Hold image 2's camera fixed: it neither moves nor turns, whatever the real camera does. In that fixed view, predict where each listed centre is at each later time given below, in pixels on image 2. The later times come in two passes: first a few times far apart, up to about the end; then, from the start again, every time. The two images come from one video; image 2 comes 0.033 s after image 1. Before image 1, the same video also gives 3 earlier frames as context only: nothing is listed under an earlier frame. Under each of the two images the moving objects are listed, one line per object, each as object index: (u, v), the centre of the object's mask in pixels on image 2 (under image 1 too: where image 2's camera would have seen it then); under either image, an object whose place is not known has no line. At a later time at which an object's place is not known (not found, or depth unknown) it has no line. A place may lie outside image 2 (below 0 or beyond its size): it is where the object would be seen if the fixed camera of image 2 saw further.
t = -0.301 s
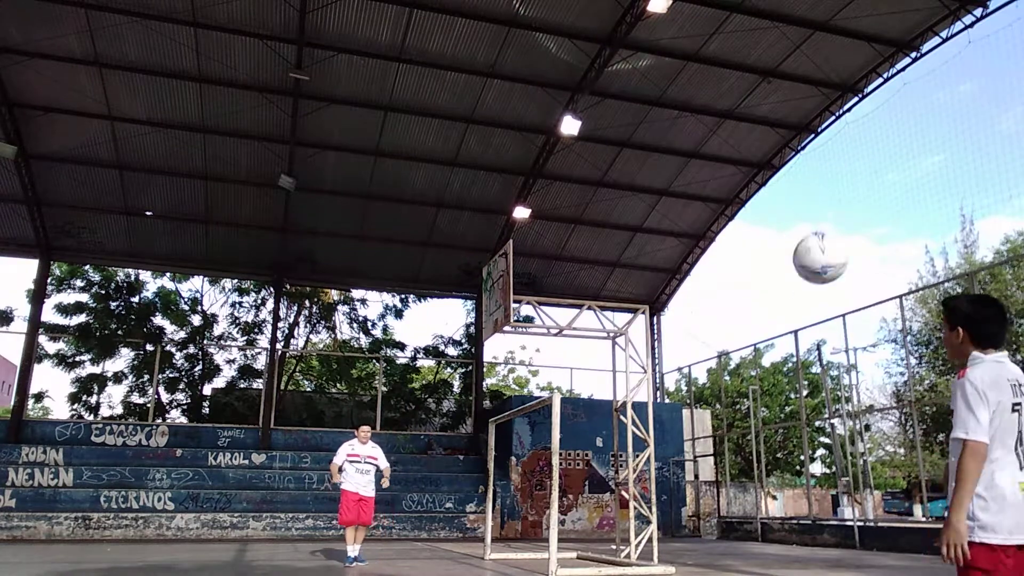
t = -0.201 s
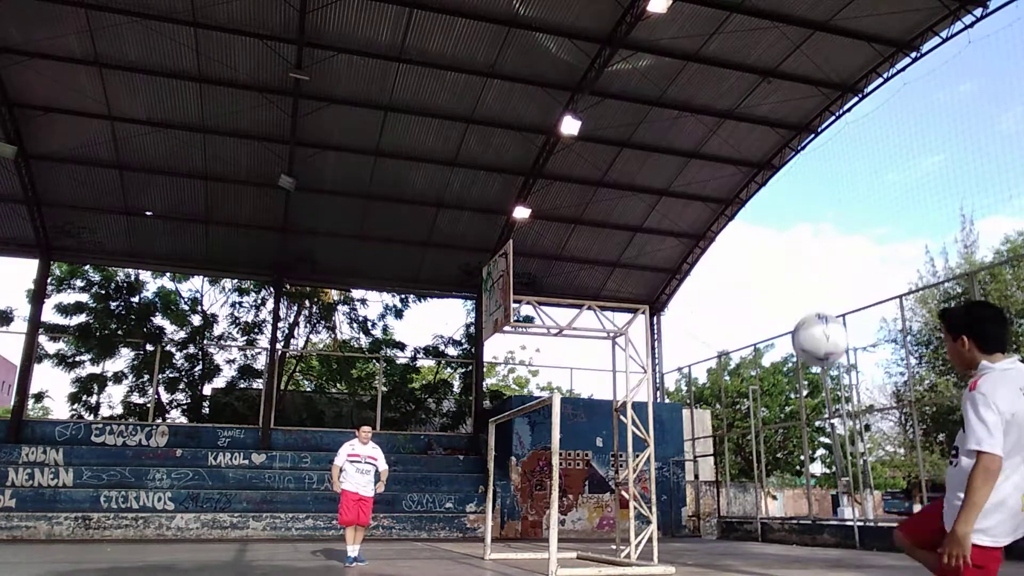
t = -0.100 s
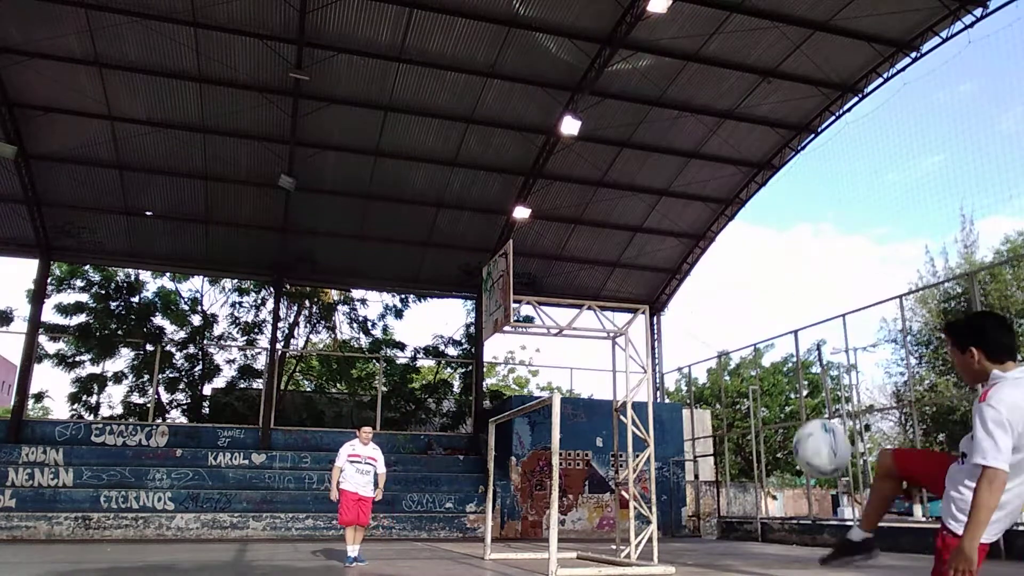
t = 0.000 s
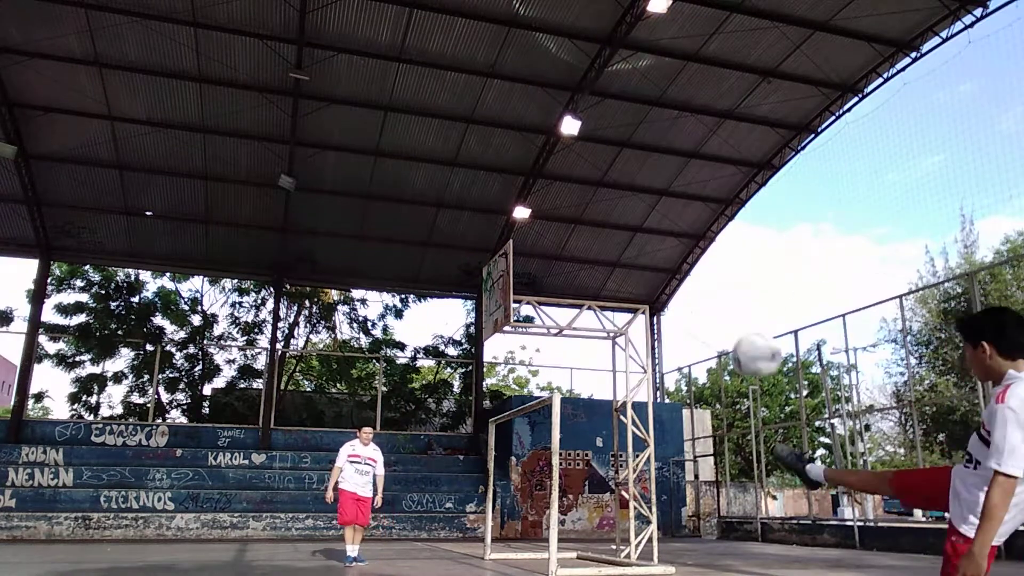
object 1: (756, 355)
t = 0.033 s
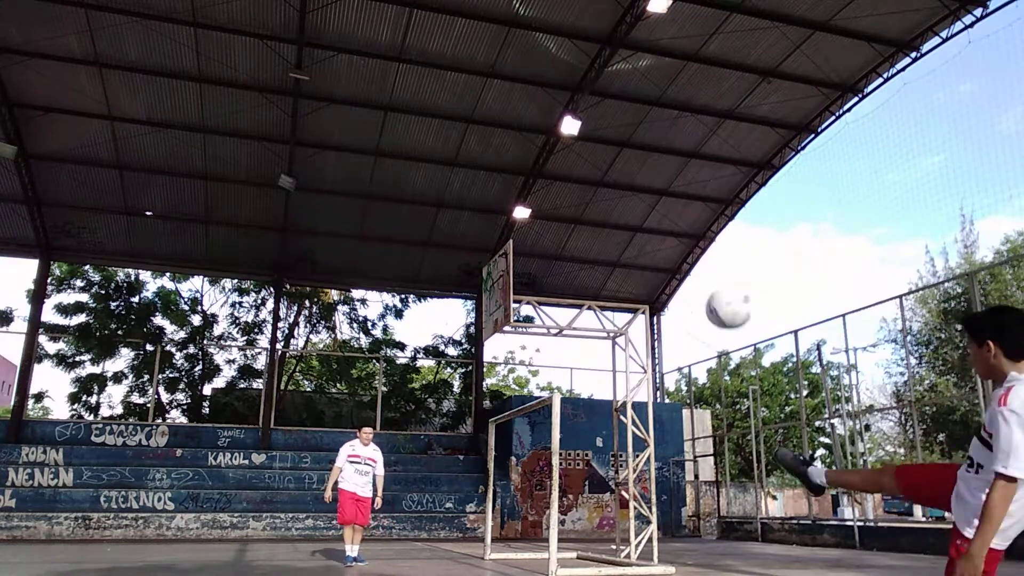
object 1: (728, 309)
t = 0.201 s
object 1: (627, 140)
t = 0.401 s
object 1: (545, 42)
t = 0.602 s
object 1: (484, 17)
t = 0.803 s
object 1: (434, 38)
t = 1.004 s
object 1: (391, 96)
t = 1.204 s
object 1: (352, 188)
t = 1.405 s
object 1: (315, 312)
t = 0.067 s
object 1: (704, 264)
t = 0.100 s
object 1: (683, 228)
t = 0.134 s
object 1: (662, 195)
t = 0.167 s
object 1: (644, 165)
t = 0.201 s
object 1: (627, 140)
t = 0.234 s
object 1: (611, 117)
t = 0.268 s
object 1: (596, 97)
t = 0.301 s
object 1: (582, 79)
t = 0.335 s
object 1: (569, 65)
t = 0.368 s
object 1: (557, 52)
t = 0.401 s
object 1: (545, 42)
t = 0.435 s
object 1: (534, 34)
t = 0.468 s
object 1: (523, 27)
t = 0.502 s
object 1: (513, 22)
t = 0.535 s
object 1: (503, 19)
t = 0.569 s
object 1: (493, 17)
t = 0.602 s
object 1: (484, 17)
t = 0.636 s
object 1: (475, 17)
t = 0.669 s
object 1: (466, 19)
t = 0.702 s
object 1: (458, 23)
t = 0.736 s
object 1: (450, 27)
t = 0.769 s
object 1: (442, 32)
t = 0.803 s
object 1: (434, 38)
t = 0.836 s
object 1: (427, 45)
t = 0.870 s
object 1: (420, 53)
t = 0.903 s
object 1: (412, 62)
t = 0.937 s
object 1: (405, 73)
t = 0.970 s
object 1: (398, 84)
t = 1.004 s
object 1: (391, 96)
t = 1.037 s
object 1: (385, 109)
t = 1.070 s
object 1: (378, 123)
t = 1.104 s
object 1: (371, 138)
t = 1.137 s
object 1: (365, 154)
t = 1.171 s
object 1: (358, 170)
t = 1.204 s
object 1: (352, 188)
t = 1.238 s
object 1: (345, 207)
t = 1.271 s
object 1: (339, 226)
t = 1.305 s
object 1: (333, 246)
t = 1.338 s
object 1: (327, 268)
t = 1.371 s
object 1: (321, 289)
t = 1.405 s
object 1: (315, 312)
